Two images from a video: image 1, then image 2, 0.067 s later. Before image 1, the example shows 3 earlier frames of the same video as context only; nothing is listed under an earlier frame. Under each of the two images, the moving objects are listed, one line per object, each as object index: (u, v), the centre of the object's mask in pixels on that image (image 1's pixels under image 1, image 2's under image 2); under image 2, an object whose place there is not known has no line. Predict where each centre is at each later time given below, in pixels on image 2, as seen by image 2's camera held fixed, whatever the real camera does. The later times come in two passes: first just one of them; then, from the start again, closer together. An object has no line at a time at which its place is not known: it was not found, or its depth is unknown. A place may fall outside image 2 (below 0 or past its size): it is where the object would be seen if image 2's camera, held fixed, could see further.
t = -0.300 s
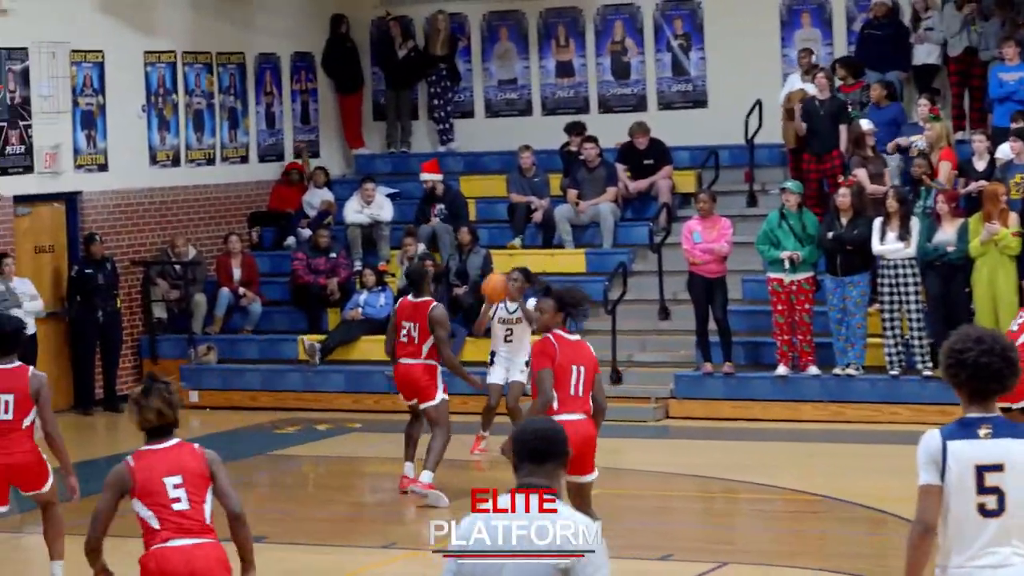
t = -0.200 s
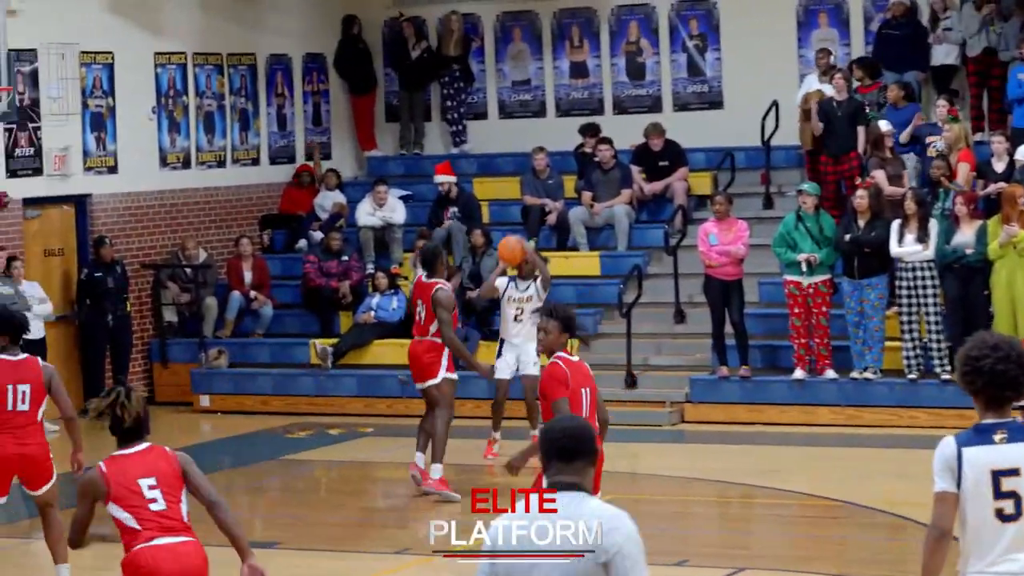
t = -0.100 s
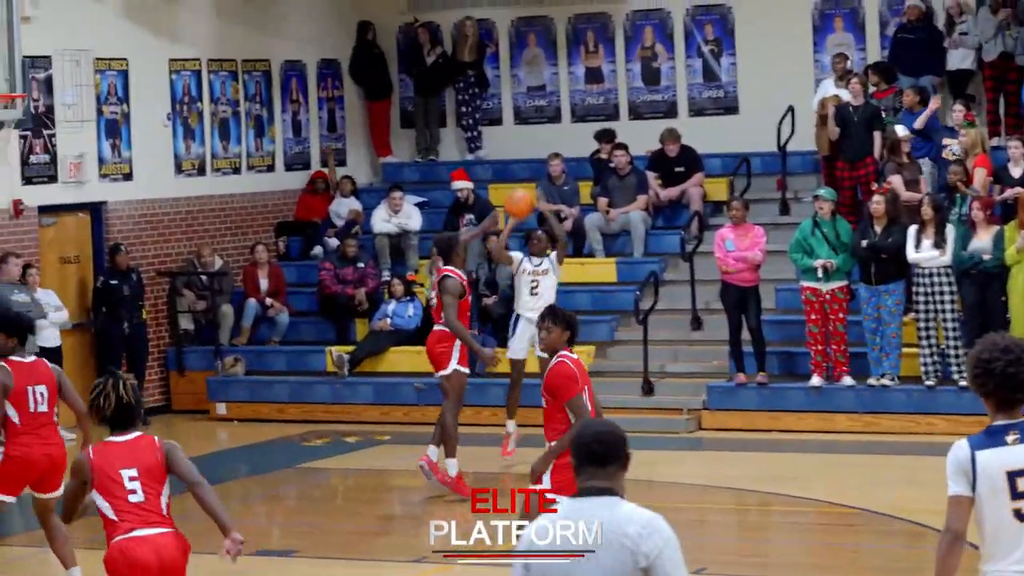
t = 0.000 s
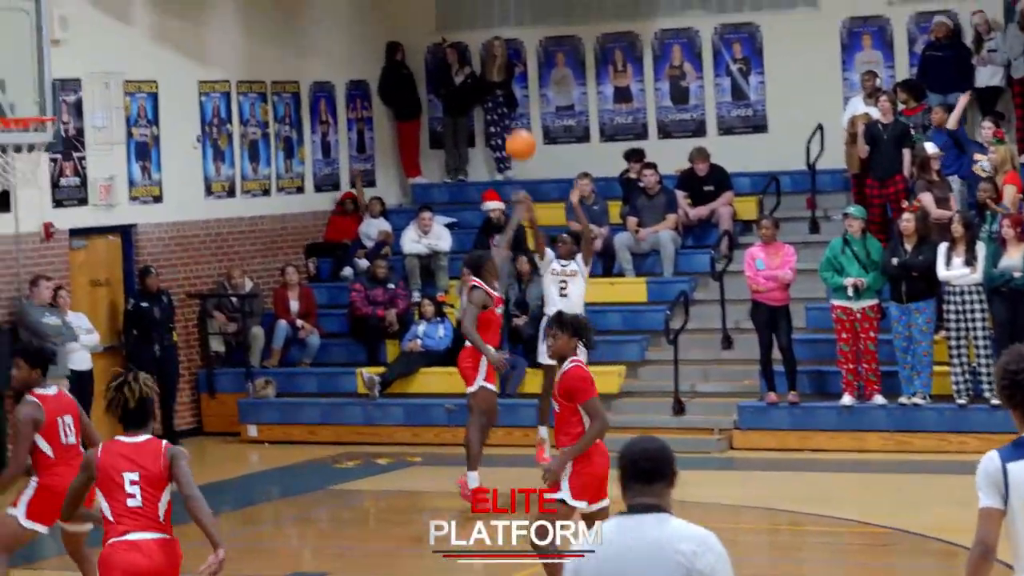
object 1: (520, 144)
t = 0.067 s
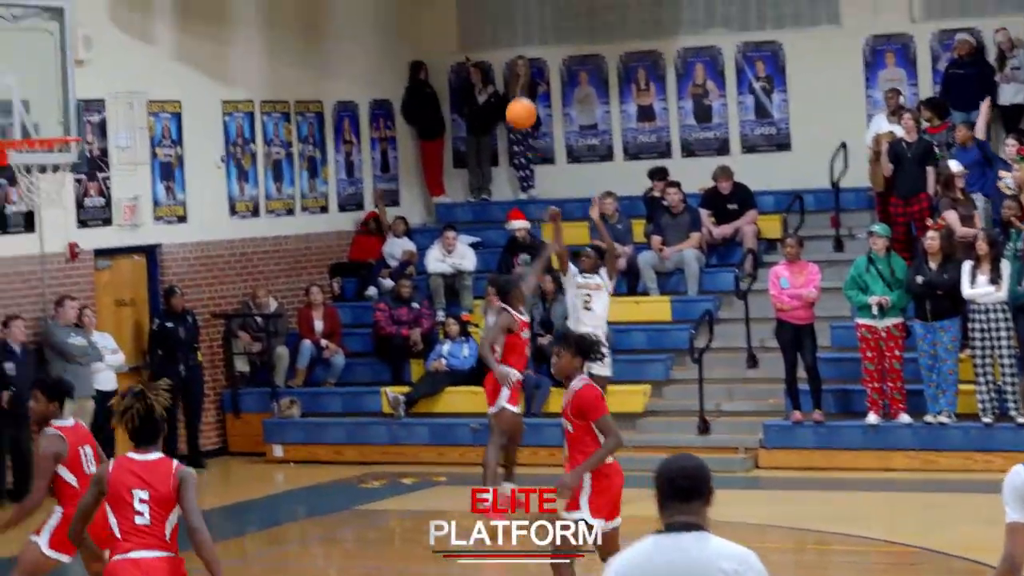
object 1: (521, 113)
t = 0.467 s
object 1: (383, -94)
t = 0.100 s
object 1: (509, 90)
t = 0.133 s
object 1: (498, 67)
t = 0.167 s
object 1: (486, 46)
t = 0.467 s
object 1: (383, -94)
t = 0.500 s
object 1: (371, -97)
